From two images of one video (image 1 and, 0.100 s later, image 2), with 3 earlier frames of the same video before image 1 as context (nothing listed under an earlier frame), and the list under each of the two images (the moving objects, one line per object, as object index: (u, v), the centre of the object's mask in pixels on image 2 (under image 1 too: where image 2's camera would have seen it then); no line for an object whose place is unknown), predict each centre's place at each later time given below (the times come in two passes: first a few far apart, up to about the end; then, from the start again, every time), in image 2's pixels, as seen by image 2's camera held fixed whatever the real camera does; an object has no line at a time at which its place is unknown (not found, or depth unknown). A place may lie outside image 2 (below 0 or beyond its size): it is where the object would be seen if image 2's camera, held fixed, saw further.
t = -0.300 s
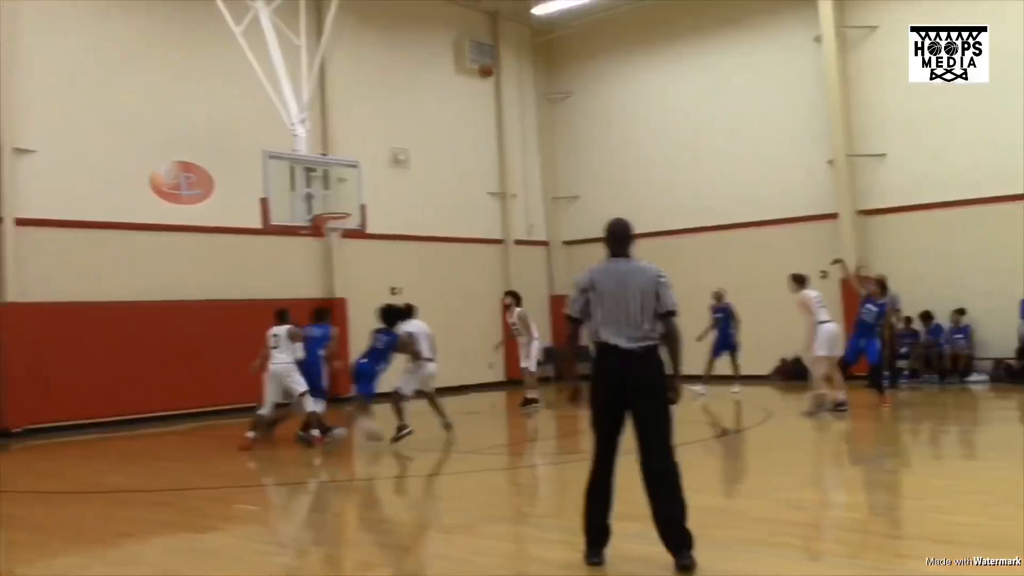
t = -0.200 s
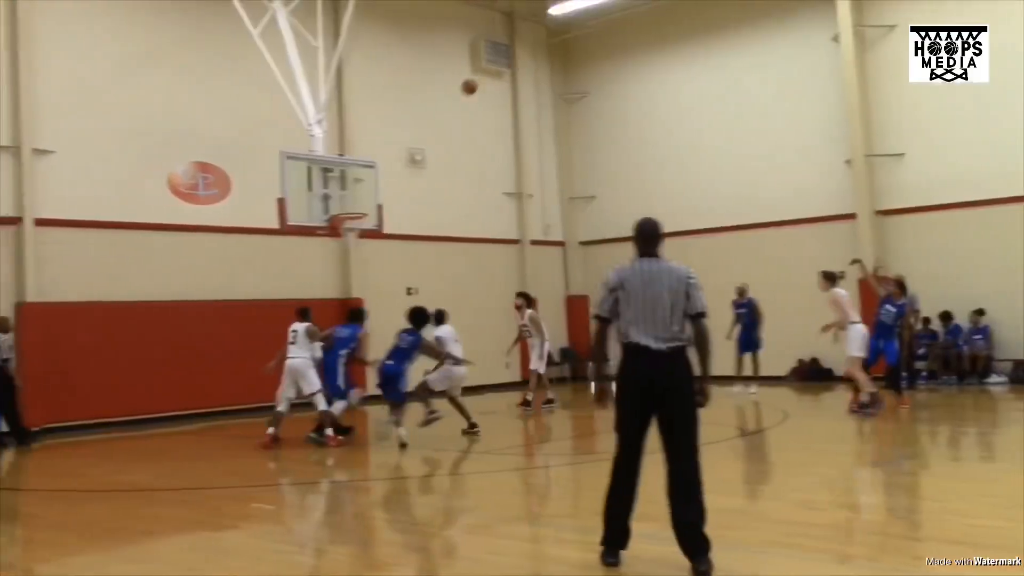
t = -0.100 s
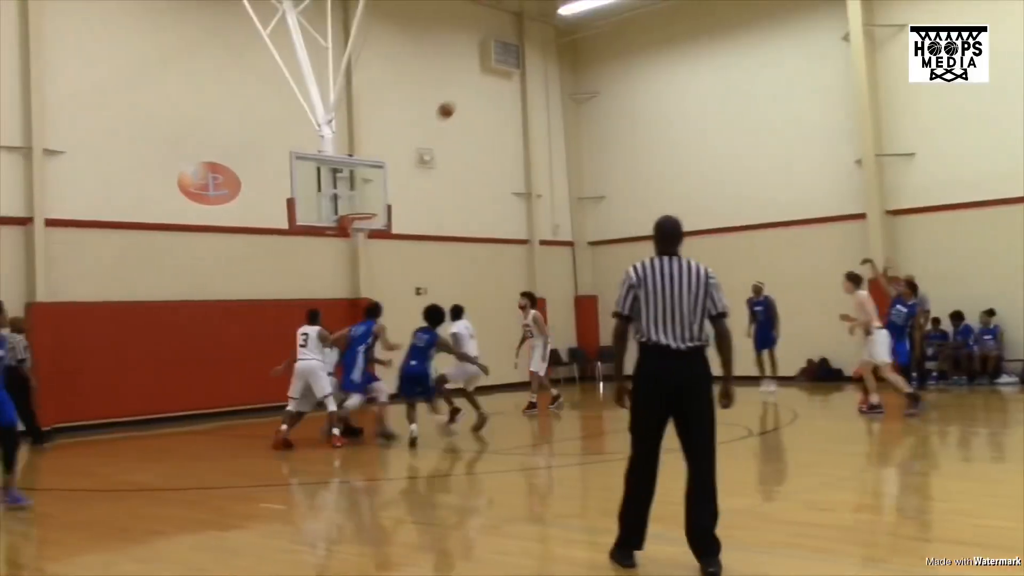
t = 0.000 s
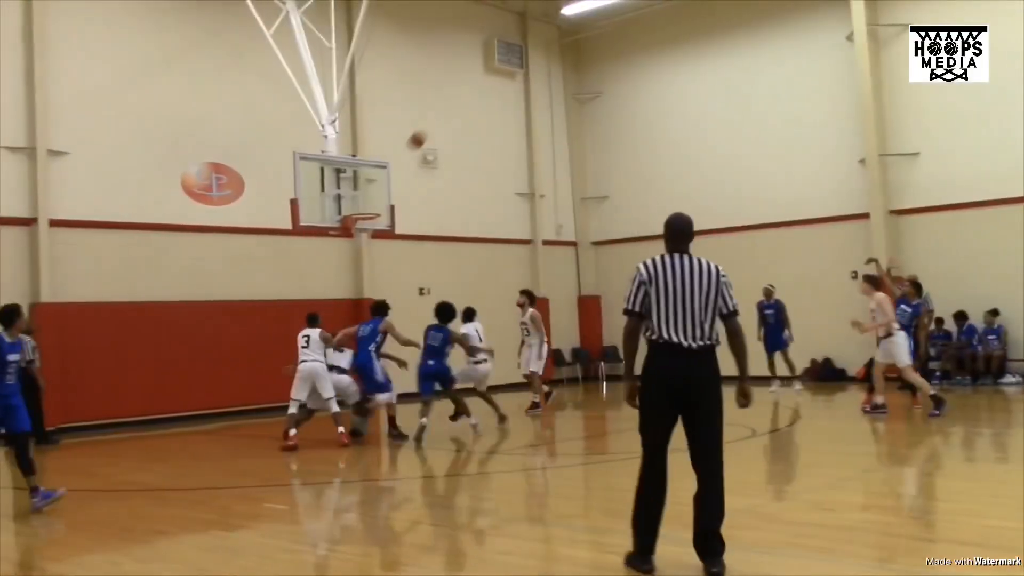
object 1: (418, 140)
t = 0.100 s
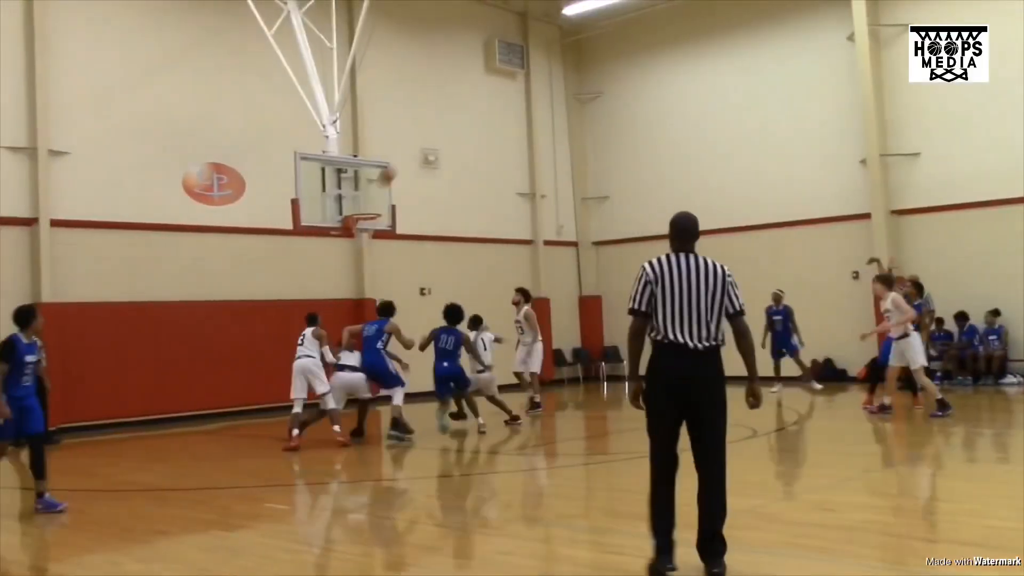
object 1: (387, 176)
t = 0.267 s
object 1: (365, 192)
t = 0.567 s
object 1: (392, 143)
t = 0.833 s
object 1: (421, 151)
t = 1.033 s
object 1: (448, 198)
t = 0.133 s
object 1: (376, 188)
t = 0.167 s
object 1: (365, 203)
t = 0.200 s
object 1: (360, 209)
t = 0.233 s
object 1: (362, 201)
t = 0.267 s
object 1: (365, 192)
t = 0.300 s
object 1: (367, 184)
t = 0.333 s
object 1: (370, 177)
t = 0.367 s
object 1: (373, 171)
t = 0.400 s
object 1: (376, 163)
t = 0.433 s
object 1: (379, 158)
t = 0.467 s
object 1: (382, 153)
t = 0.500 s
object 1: (385, 149)
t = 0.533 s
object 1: (388, 146)
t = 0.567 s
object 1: (392, 143)
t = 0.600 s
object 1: (395, 141)
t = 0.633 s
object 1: (398, 140)
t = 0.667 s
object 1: (402, 140)
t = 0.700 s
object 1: (406, 141)
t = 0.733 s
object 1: (409, 142)
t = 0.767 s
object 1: (414, 144)
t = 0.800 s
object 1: (418, 147)
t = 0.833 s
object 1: (421, 151)
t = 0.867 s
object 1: (425, 157)
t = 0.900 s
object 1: (429, 163)
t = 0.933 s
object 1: (434, 170)
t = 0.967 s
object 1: (439, 178)
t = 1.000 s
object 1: (443, 187)
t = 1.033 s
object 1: (448, 198)
